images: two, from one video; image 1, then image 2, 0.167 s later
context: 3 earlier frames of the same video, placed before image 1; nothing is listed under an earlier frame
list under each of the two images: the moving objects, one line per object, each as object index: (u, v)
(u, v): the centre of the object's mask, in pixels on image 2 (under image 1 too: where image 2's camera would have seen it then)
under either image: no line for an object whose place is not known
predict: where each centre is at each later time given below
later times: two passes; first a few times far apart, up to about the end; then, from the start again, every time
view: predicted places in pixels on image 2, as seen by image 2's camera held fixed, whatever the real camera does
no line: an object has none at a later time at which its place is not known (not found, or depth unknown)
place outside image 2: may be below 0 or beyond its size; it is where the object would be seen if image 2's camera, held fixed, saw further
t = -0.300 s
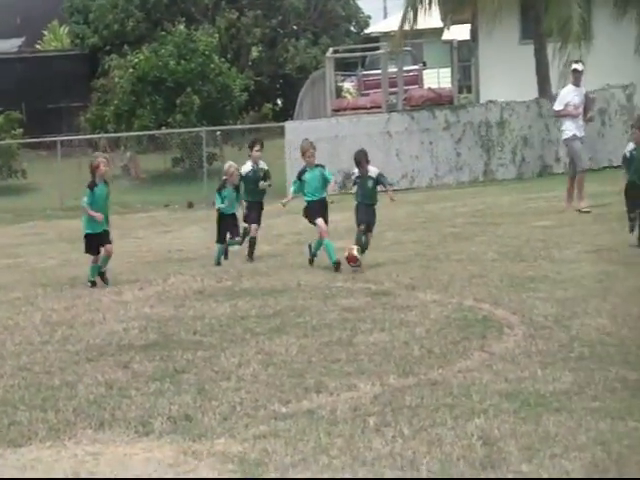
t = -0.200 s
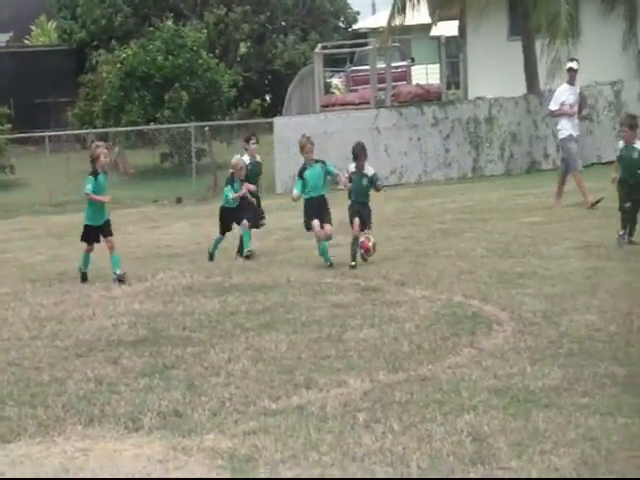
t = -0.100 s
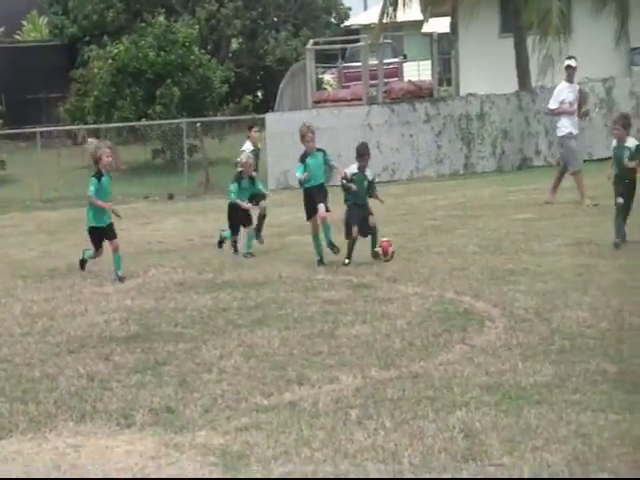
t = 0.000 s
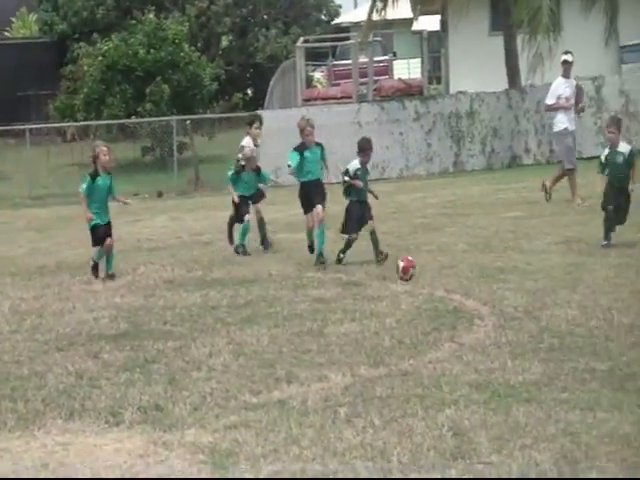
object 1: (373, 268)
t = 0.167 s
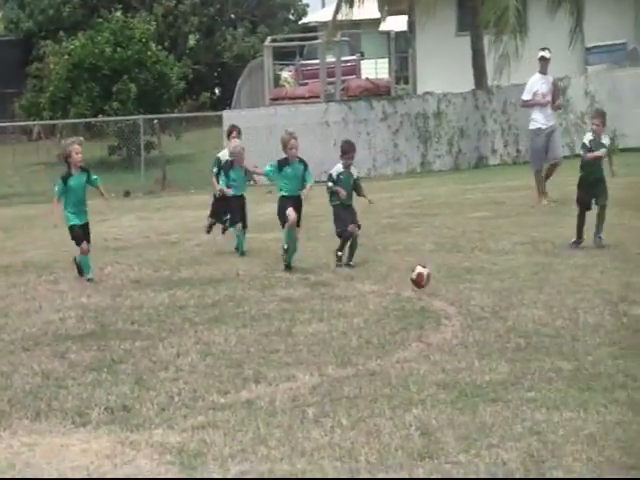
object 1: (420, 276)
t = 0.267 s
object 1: (449, 283)
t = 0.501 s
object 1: (513, 303)
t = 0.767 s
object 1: (581, 316)
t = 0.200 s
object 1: (429, 276)
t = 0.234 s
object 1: (438, 278)
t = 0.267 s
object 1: (449, 283)
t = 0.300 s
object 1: (458, 289)
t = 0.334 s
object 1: (468, 296)
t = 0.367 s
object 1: (478, 299)
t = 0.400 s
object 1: (487, 299)
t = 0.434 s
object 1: (495, 299)
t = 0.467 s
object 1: (503, 302)
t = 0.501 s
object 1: (513, 303)
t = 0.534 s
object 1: (521, 307)
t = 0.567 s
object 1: (530, 309)
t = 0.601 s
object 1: (539, 310)
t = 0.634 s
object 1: (546, 309)
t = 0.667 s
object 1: (556, 310)
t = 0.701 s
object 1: (564, 311)
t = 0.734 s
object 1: (572, 314)
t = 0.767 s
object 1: (581, 316)
